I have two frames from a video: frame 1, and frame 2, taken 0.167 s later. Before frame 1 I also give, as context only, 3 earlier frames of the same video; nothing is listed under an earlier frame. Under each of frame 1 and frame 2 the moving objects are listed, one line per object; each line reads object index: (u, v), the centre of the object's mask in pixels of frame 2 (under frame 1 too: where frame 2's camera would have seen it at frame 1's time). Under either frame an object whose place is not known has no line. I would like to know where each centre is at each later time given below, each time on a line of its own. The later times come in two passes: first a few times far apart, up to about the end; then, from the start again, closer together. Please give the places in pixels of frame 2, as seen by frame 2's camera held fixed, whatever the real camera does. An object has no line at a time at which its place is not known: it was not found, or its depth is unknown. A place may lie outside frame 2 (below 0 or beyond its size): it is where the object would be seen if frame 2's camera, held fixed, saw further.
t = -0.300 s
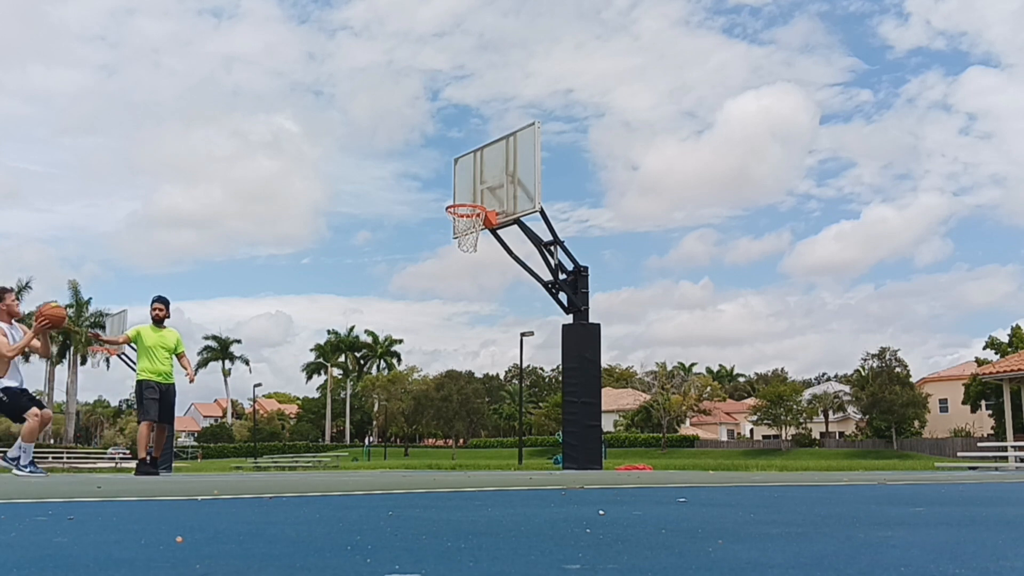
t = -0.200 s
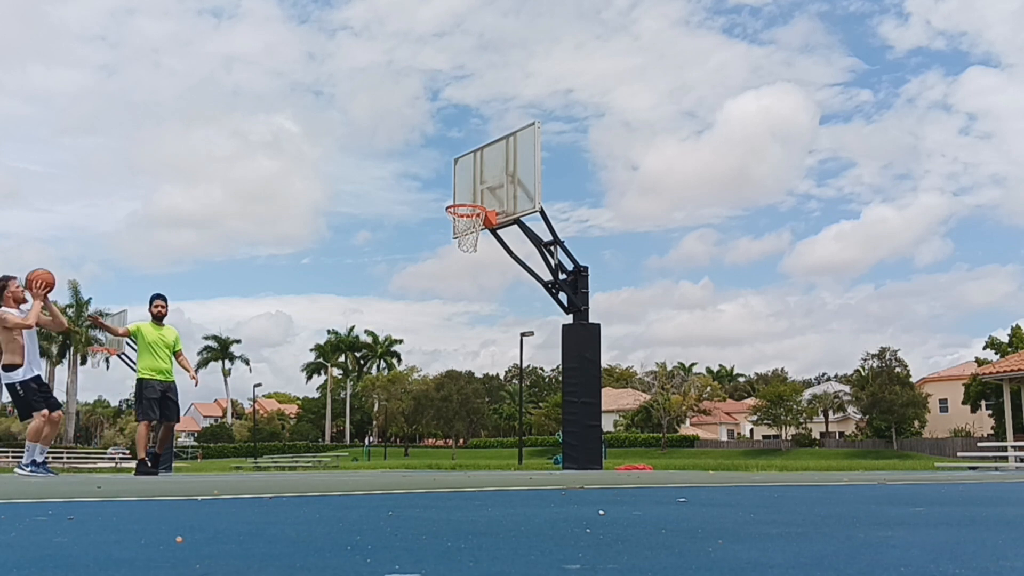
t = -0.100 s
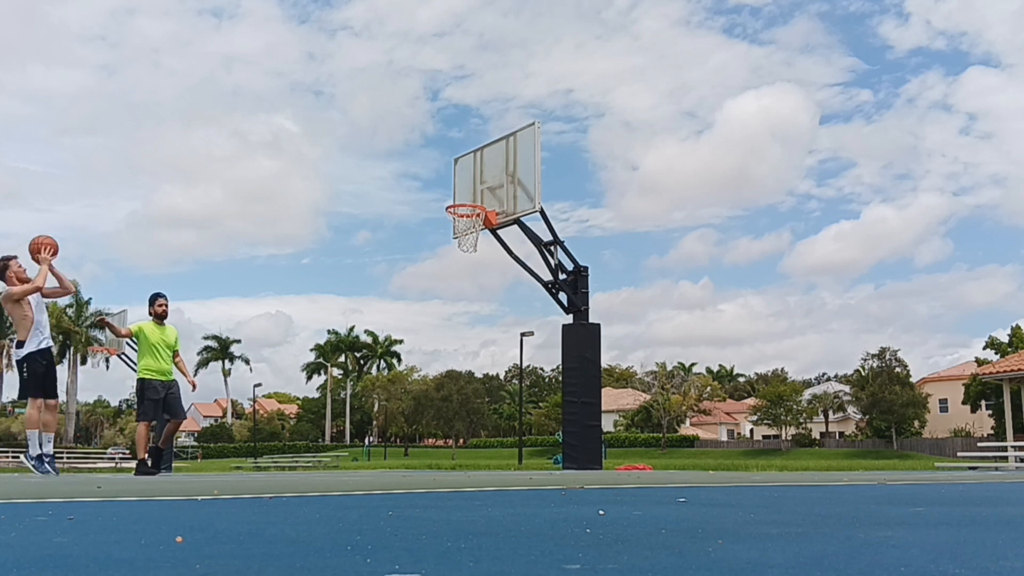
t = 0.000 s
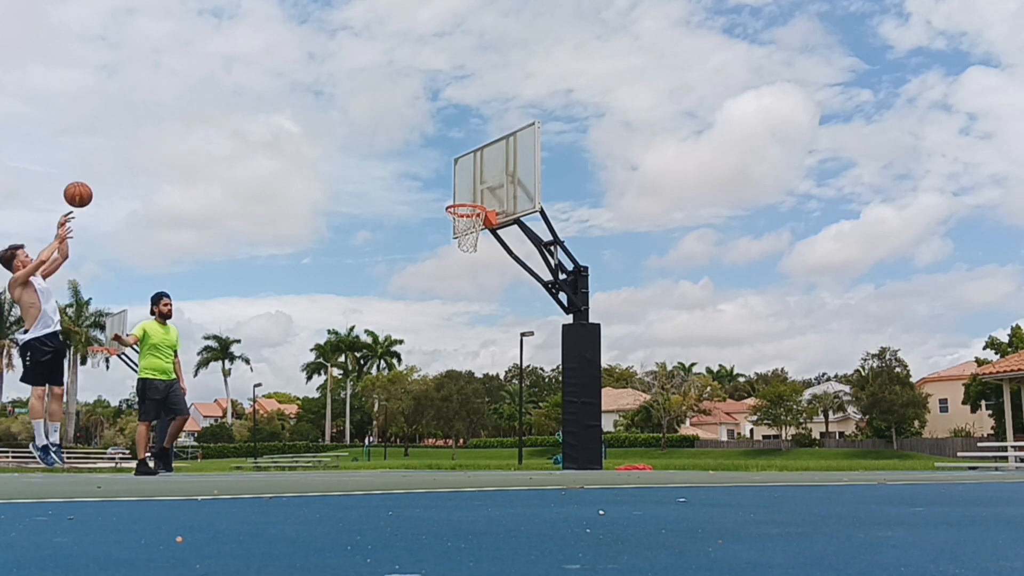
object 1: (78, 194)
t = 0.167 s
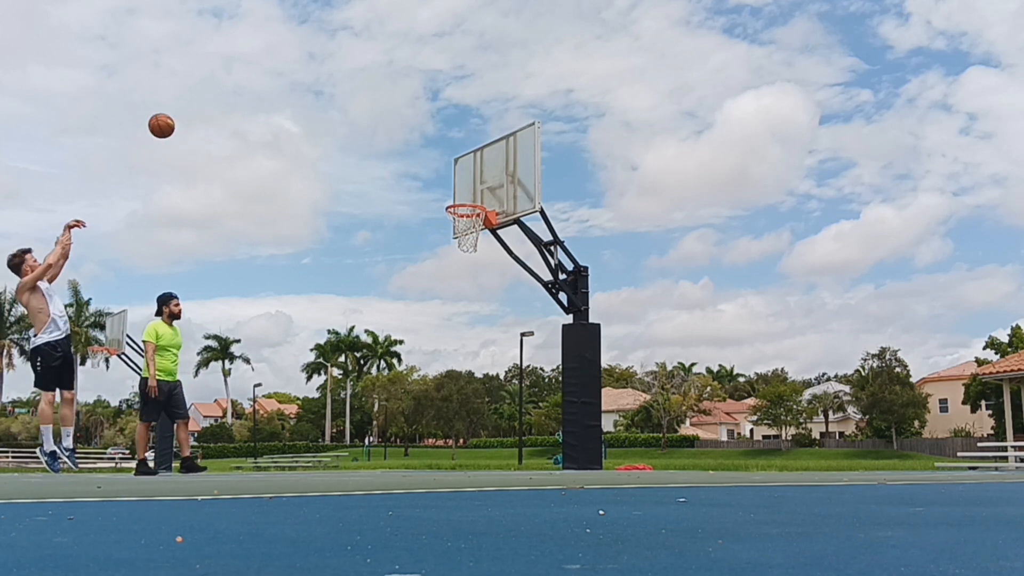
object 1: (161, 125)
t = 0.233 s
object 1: (192, 108)
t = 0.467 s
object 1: (287, 83)
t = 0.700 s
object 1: (369, 108)
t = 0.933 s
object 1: (440, 175)
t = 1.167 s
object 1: (459, 223)
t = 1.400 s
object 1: (449, 223)
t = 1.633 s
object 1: (461, 251)
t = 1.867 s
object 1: (477, 318)
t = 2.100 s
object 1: (493, 433)
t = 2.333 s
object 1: (507, 388)
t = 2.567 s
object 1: (518, 335)
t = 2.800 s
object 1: (528, 328)
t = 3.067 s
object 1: (539, 373)
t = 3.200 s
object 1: (544, 417)
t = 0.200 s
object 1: (177, 116)
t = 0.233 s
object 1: (192, 108)
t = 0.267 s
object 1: (206, 101)
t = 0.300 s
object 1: (221, 95)
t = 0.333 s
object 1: (235, 90)
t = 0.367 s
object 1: (248, 87)
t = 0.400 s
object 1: (261, 84)
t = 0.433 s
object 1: (274, 83)
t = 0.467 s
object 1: (287, 83)
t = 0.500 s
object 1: (299, 83)
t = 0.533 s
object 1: (312, 85)
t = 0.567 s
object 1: (323, 88)
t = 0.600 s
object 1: (335, 91)
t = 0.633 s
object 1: (347, 96)
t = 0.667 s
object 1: (358, 101)
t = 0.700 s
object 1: (369, 108)
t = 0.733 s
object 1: (379, 115)
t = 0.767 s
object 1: (390, 123)
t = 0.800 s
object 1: (401, 132)
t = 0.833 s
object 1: (411, 141)
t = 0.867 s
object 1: (421, 152)
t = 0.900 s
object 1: (431, 163)
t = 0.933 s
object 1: (440, 175)
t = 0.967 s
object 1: (450, 187)
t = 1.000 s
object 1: (459, 197)
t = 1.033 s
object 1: (466, 206)
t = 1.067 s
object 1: (473, 214)
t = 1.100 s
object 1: (471, 216)
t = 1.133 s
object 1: (467, 219)
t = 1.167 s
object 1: (459, 223)
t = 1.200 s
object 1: (454, 226)
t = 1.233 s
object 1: (450, 226)
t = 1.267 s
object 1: (449, 224)
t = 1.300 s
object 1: (449, 224)
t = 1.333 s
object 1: (448, 223)
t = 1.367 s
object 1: (449, 223)
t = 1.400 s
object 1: (449, 223)
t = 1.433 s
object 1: (450, 224)
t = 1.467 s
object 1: (451, 226)
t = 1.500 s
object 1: (452, 230)
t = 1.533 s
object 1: (454, 233)
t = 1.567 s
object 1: (456, 238)
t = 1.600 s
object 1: (458, 244)
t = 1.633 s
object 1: (461, 251)
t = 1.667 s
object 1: (463, 257)
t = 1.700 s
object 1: (465, 264)
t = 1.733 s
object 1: (468, 273)
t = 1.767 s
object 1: (470, 283)
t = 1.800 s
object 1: (472, 294)
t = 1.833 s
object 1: (475, 305)
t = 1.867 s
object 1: (477, 318)
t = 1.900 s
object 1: (479, 331)
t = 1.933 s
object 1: (482, 346)
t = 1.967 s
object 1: (484, 362)
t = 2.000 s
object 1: (487, 378)
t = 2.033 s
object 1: (489, 395)
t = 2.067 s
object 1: (492, 414)
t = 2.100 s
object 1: (493, 433)
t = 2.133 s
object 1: (496, 455)
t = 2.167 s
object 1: (498, 454)
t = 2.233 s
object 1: (501, 425)
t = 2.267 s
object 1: (504, 411)
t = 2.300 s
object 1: (505, 399)
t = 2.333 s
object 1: (507, 388)
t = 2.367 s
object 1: (509, 377)
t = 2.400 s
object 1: (510, 368)
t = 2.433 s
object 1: (512, 359)
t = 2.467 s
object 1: (513, 352)
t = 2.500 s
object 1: (515, 345)
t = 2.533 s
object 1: (516, 340)
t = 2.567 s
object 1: (518, 335)
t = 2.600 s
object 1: (519, 331)
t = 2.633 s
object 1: (521, 328)
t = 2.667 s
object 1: (522, 326)
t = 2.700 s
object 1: (524, 326)
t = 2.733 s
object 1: (525, 326)
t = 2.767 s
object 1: (527, 326)
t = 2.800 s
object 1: (528, 328)
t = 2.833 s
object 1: (529, 330)
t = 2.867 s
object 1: (531, 334)
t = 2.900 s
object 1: (532, 338)
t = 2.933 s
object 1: (534, 343)
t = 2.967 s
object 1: (535, 349)
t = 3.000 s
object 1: (536, 356)
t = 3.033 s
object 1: (538, 364)
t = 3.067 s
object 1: (539, 373)
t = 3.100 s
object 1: (541, 383)
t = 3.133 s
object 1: (542, 393)
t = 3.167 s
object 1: (543, 405)
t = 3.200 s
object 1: (544, 417)
